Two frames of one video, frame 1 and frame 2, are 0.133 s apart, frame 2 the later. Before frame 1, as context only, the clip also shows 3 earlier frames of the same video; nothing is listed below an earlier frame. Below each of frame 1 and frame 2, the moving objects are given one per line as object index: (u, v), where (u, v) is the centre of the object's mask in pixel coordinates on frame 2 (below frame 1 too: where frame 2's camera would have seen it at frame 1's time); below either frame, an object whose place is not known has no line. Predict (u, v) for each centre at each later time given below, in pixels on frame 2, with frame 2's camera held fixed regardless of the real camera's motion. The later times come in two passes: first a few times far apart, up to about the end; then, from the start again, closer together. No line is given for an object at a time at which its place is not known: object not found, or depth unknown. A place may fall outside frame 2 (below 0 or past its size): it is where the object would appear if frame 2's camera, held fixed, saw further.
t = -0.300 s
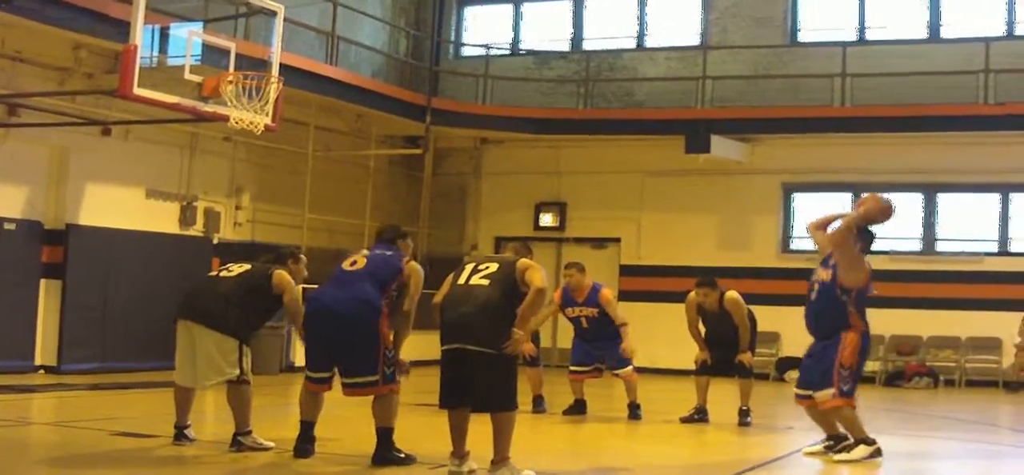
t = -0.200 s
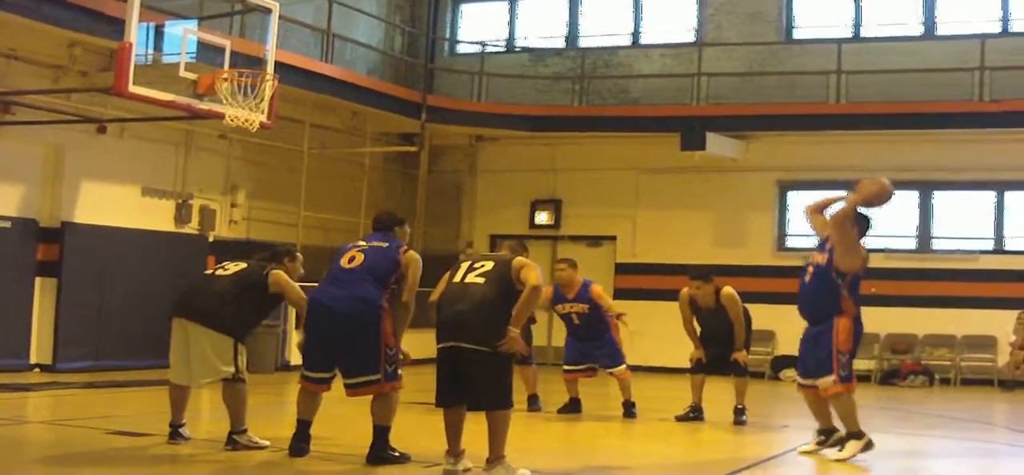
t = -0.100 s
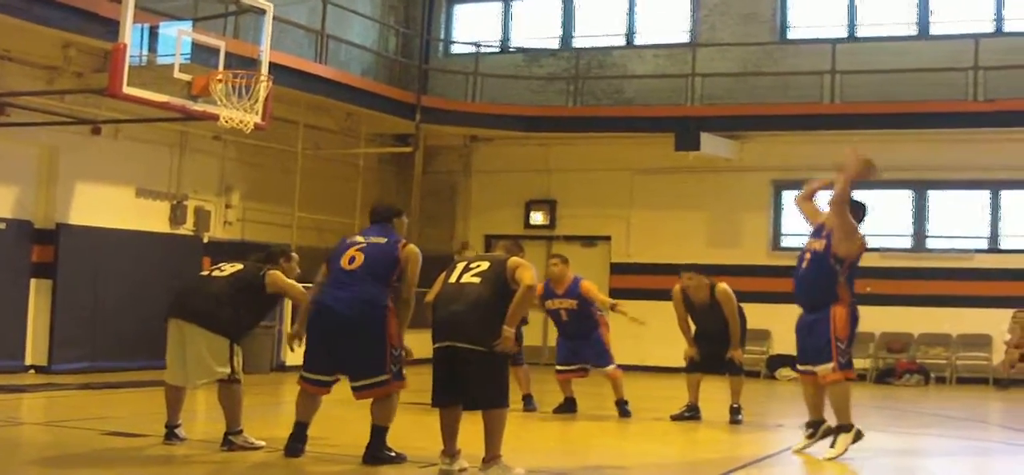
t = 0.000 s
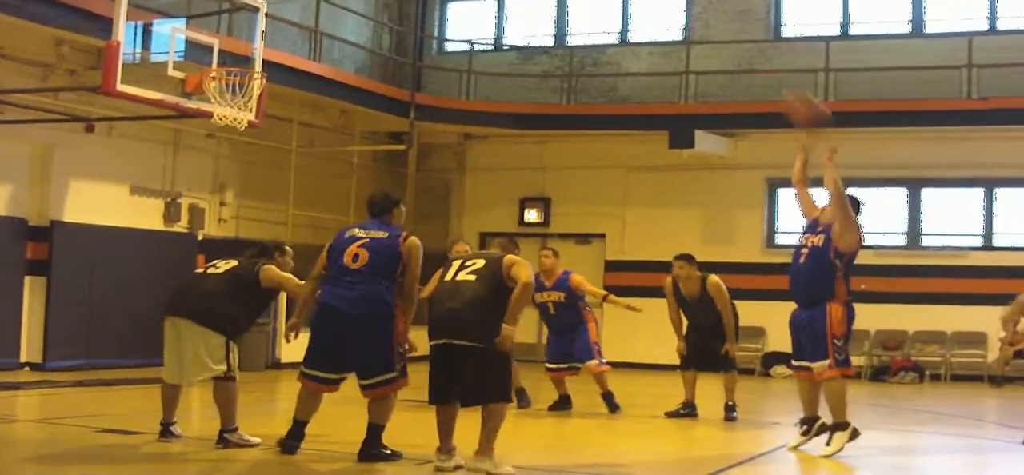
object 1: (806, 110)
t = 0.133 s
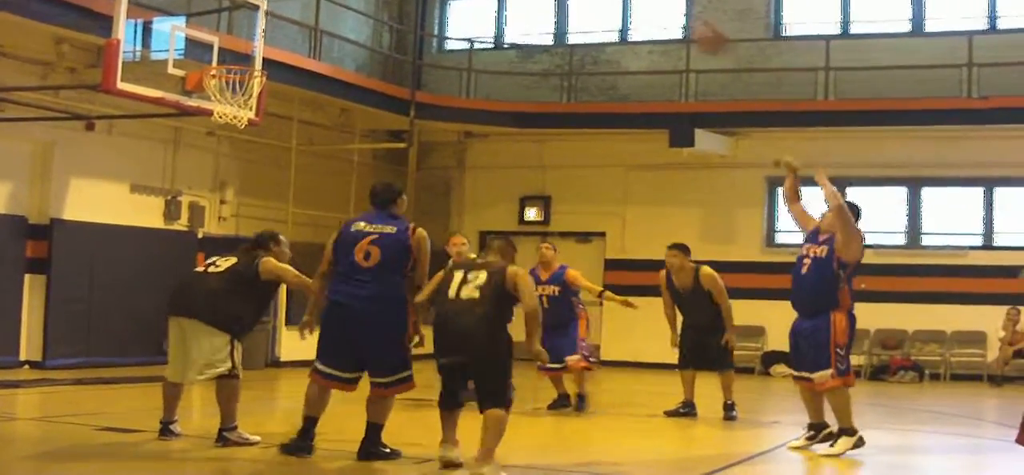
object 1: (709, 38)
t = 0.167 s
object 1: (696, 28)
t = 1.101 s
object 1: (199, 114)
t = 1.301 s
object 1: (160, 182)
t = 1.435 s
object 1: (136, 249)
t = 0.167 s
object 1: (696, 28)
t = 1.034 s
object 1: (210, 99)
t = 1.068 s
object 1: (205, 108)
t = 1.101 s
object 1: (199, 114)
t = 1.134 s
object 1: (195, 120)
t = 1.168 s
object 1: (190, 130)
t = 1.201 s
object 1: (182, 141)
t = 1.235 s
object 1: (176, 153)
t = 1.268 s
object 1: (168, 165)
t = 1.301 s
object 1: (160, 182)
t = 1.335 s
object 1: (155, 194)
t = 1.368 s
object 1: (148, 211)
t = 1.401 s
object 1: (141, 234)
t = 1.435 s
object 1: (136, 249)
